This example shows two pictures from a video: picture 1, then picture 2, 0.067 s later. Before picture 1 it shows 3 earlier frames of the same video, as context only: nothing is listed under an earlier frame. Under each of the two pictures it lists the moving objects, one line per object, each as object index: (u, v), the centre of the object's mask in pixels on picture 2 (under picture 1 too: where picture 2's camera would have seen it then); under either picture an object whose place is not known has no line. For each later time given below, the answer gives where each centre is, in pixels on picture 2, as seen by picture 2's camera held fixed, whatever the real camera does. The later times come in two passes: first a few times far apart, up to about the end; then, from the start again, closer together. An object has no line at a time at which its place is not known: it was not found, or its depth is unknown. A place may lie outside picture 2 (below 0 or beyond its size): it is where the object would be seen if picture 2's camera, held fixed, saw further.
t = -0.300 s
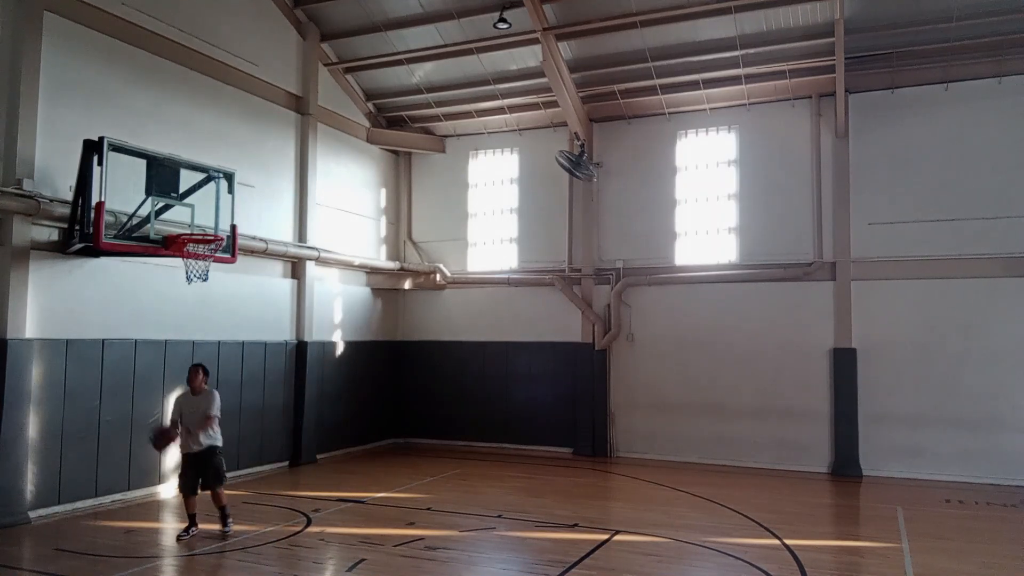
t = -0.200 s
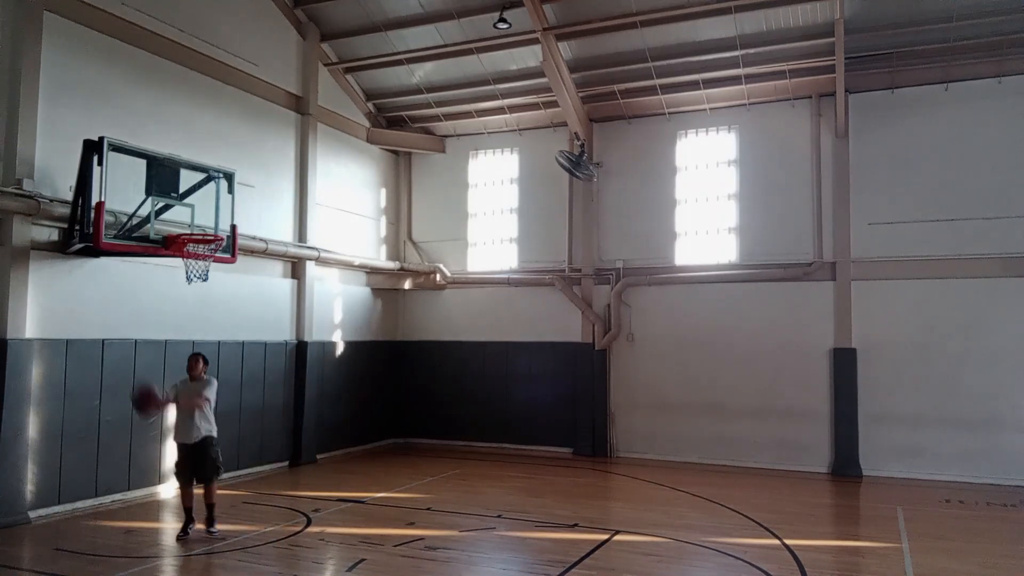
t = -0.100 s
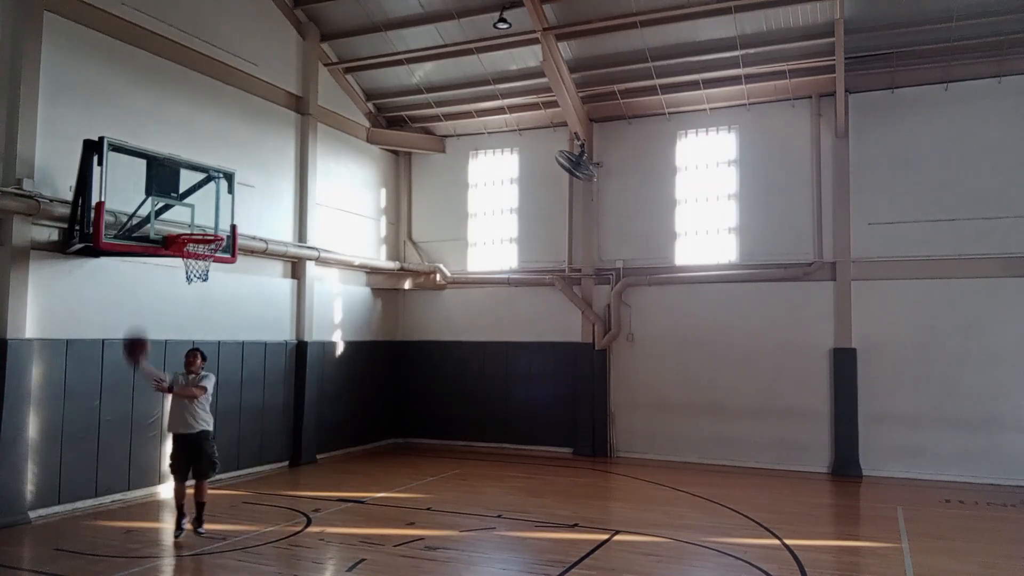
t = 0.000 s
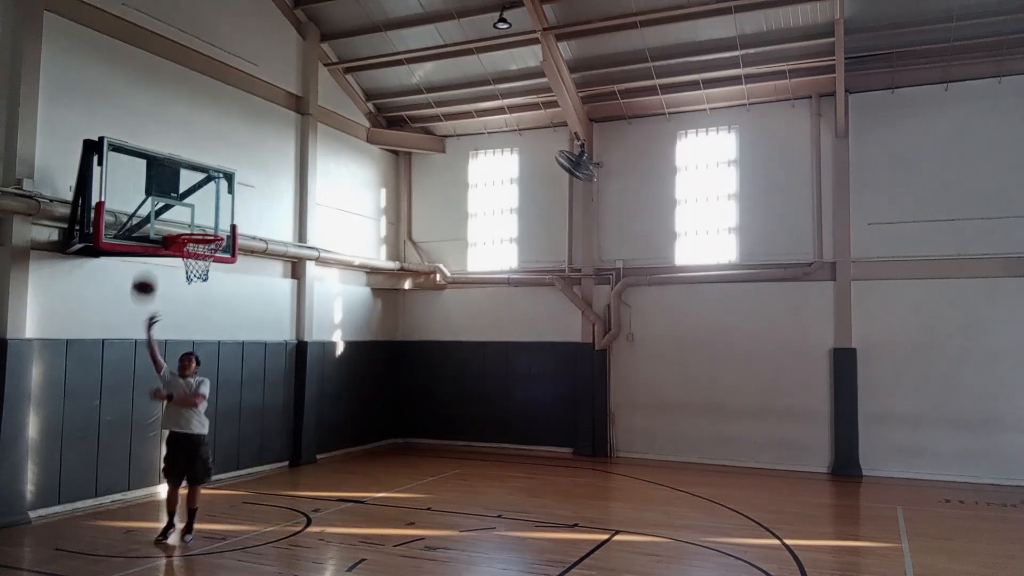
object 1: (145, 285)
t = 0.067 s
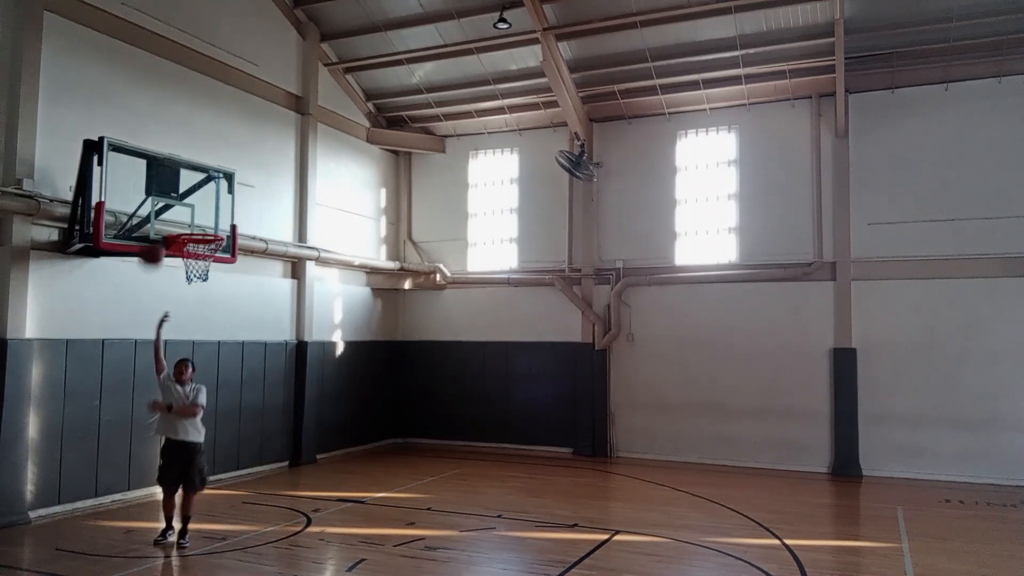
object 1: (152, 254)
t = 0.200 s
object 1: (164, 211)
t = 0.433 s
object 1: (189, 179)
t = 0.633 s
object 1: (223, 195)
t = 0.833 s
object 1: (255, 245)
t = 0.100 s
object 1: (156, 243)
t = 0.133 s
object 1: (158, 234)
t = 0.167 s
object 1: (162, 221)
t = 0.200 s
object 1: (164, 211)
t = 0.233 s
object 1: (167, 202)
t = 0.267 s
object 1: (169, 195)
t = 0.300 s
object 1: (173, 189)
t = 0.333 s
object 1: (174, 185)
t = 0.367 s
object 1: (177, 182)
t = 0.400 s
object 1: (185, 180)
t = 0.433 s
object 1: (189, 179)
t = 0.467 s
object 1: (195, 179)
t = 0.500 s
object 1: (201, 180)
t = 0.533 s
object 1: (206, 182)
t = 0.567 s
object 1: (212, 186)
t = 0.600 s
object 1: (218, 189)
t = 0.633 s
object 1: (223, 195)
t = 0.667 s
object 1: (229, 201)
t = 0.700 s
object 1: (234, 207)
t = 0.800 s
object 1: (249, 233)
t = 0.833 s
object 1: (255, 245)
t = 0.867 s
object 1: (259, 254)
